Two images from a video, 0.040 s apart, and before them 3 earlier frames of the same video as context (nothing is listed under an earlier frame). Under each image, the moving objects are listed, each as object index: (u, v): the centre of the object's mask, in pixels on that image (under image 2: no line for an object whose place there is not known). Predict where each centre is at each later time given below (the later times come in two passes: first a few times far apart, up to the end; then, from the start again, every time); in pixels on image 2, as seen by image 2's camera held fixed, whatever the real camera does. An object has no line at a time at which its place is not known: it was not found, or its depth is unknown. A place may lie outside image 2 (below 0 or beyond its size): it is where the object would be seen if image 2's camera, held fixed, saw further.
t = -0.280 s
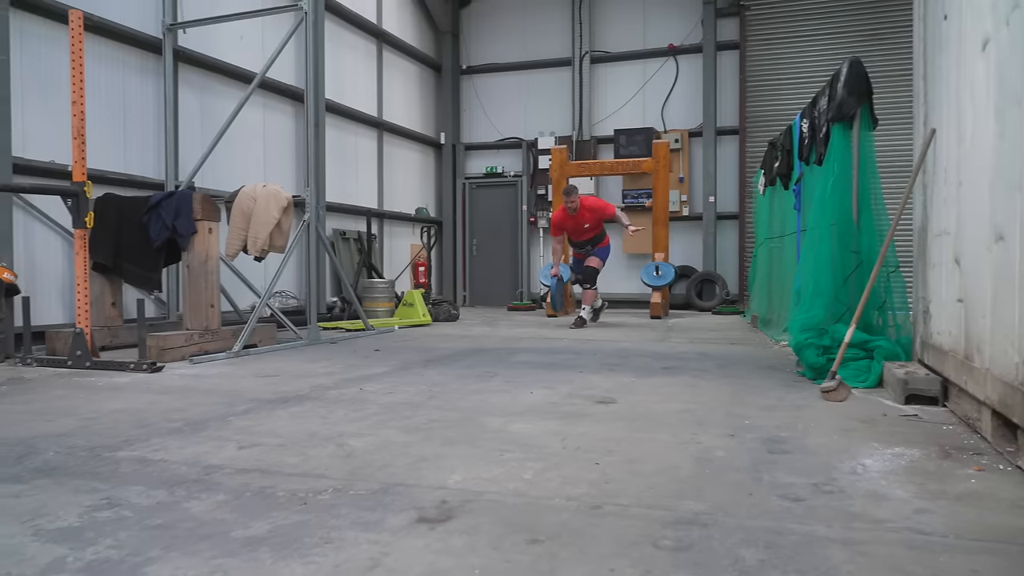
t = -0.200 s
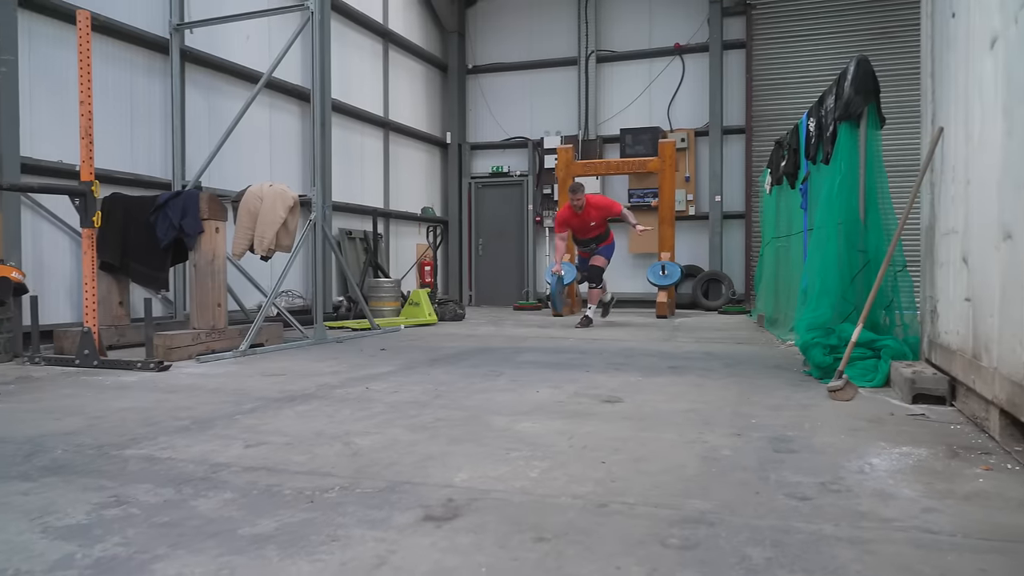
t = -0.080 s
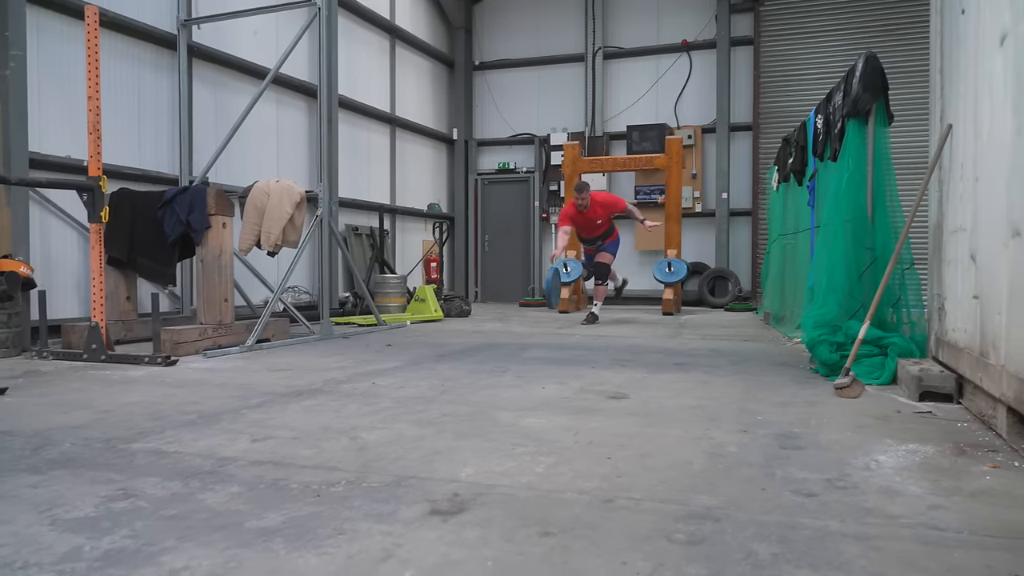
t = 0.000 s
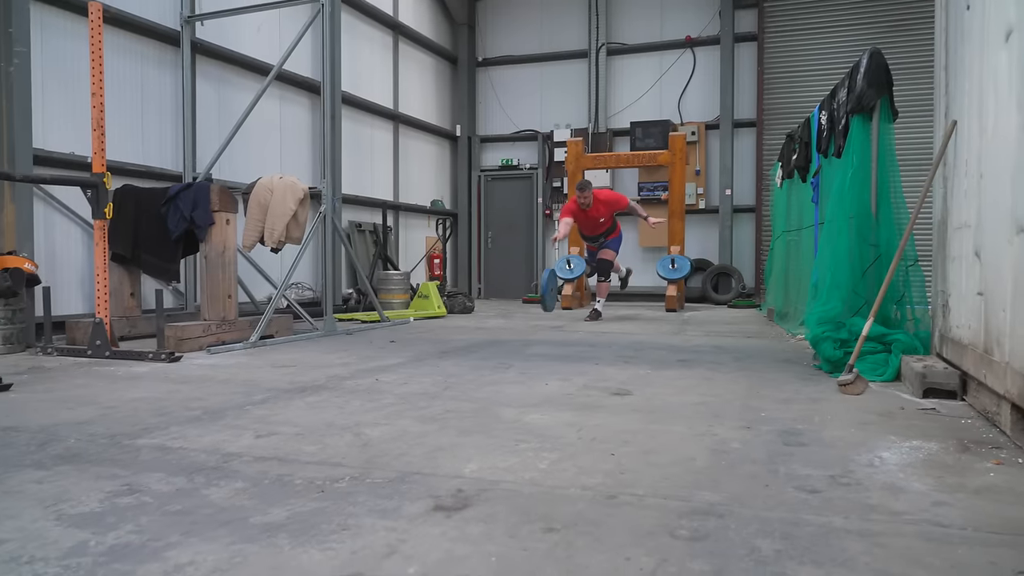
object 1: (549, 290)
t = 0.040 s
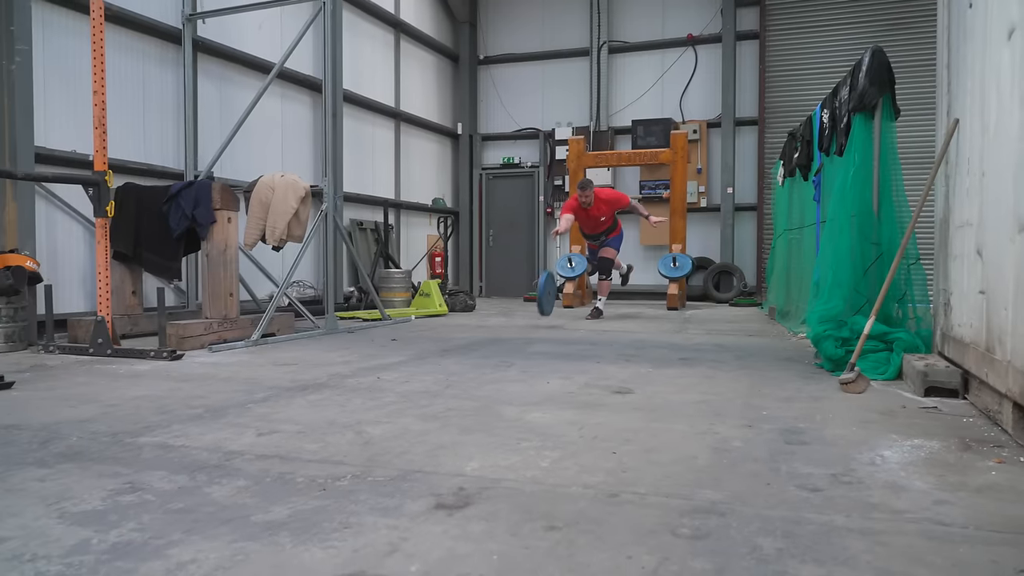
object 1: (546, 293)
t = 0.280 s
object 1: (525, 305)
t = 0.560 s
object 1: (500, 316)
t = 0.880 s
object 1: (465, 327)
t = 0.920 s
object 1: (459, 328)
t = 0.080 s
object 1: (542, 300)
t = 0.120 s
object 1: (538, 306)
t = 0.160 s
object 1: (535, 303)
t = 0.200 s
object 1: (532, 302)
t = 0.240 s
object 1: (529, 301)
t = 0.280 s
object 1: (525, 305)
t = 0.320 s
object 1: (522, 309)
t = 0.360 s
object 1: (519, 311)
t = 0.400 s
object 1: (515, 311)
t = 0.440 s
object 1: (512, 312)
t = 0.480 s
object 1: (508, 314)
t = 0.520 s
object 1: (504, 315)
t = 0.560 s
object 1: (500, 316)
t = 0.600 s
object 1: (496, 318)
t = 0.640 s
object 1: (492, 318)
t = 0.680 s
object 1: (488, 319)
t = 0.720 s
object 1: (484, 321)
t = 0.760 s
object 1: (480, 322)
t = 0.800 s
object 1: (475, 323)
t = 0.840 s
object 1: (470, 325)
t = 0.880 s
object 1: (465, 327)
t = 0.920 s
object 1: (459, 328)
